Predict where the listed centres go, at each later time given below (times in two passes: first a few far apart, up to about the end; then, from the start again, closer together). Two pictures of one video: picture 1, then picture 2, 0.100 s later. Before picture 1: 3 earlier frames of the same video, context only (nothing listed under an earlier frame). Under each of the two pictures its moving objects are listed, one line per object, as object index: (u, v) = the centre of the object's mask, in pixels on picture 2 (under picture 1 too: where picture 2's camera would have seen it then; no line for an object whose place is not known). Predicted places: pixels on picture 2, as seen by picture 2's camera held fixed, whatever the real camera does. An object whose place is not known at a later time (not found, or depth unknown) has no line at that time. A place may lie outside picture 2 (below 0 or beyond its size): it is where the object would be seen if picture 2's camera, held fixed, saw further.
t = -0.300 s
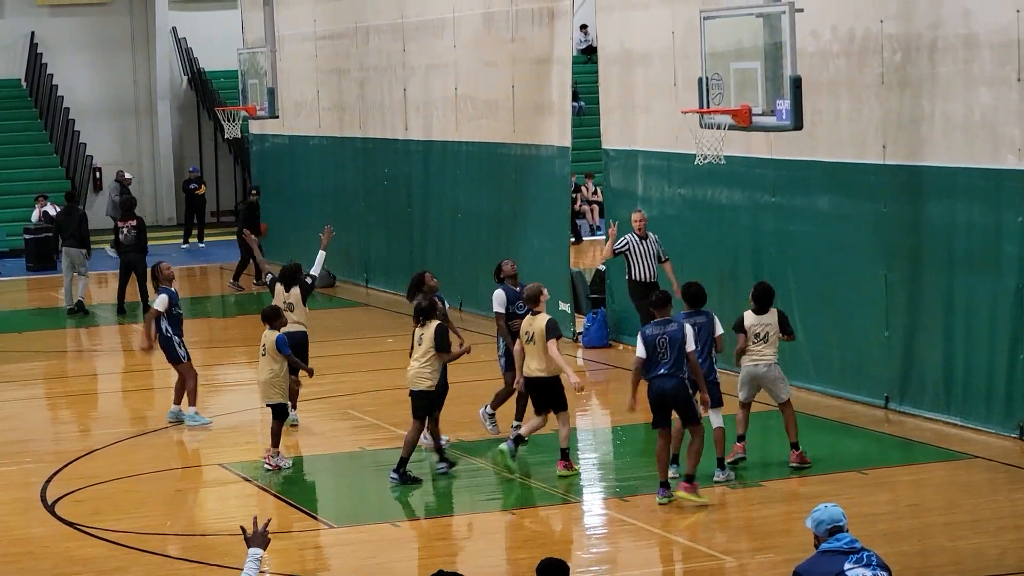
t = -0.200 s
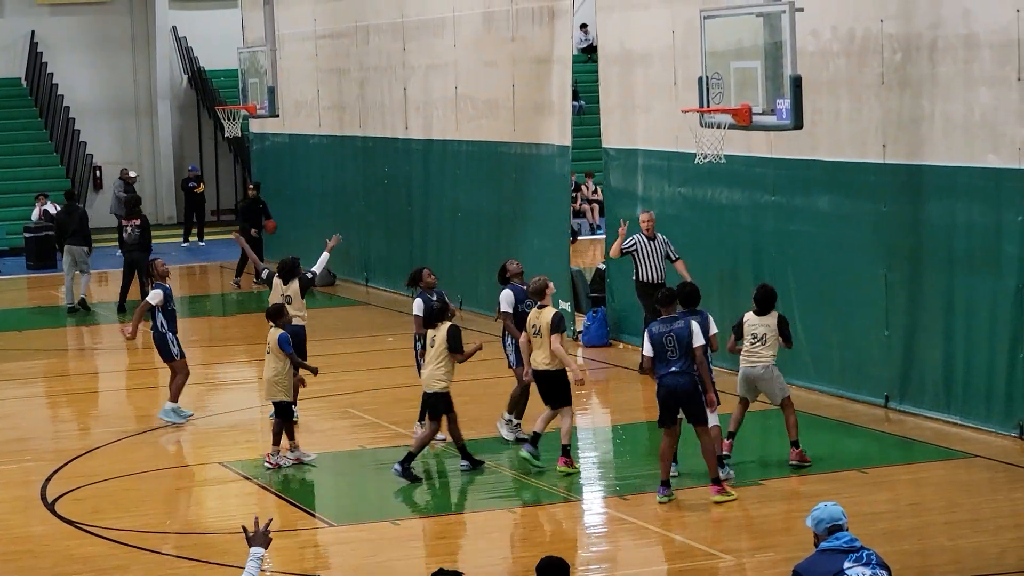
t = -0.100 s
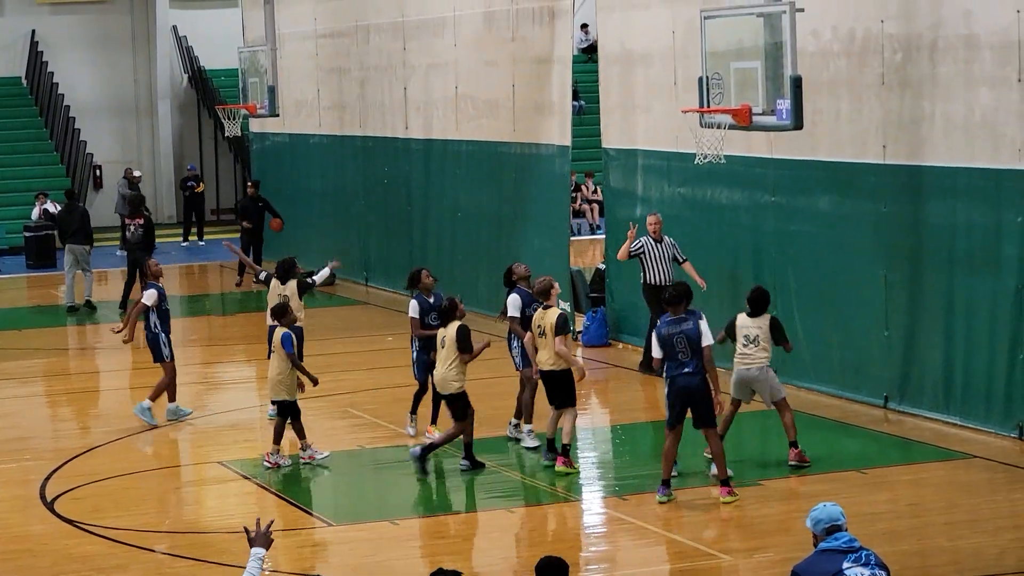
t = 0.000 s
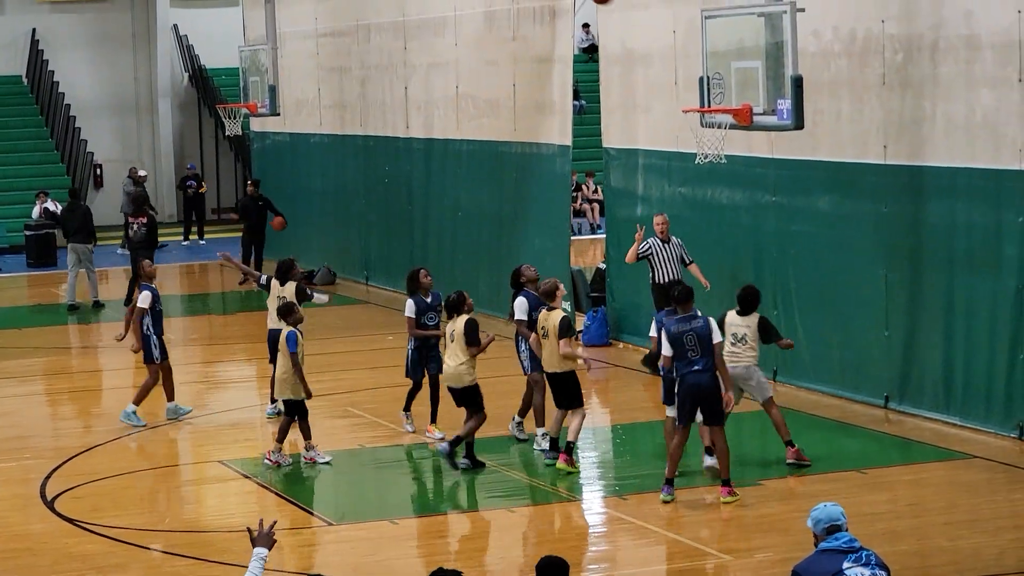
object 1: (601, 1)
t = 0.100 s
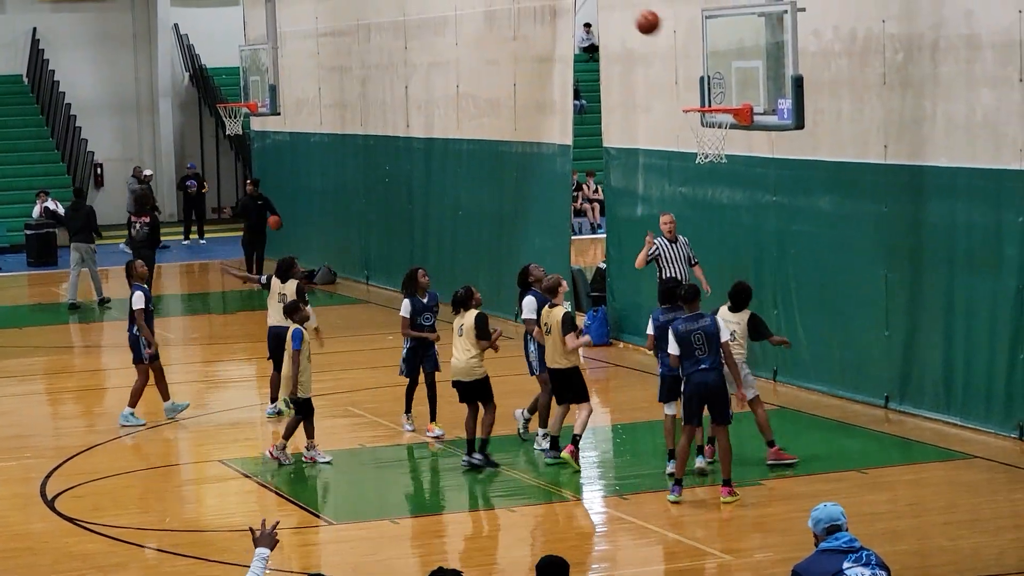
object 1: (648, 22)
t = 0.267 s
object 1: (725, 97)
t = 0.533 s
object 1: (629, 51)
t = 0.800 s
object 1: (528, 79)
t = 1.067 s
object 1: (423, 192)
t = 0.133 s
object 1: (663, 35)
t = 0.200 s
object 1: (694, 64)
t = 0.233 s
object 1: (710, 80)
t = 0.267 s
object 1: (725, 97)
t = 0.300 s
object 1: (714, 90)
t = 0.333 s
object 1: (703, 81)
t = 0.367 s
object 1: (690, 73)
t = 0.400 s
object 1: (678, 66)
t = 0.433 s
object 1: (666, 61)
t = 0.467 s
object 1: (654, 57)
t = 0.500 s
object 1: (641, 53)
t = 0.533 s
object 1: (629, 51)
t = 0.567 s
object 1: (616, 50)
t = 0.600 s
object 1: (604, 50)
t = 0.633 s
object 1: (591, 52)
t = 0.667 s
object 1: (579, 55)
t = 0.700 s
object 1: (566, 58)
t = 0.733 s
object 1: (553, 64)
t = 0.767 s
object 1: (541, 70)
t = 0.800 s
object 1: (528, 79)
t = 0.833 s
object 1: (515, 88)
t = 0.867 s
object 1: (503, 99)
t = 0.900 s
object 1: (490, 111)
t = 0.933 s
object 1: (476, 124)
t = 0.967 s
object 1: (463, 140)
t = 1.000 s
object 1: (450, 155)
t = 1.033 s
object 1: (437, 173)
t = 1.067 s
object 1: (423, 192)
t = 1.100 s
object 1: (411, 213)
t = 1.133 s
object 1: (397, 235)
